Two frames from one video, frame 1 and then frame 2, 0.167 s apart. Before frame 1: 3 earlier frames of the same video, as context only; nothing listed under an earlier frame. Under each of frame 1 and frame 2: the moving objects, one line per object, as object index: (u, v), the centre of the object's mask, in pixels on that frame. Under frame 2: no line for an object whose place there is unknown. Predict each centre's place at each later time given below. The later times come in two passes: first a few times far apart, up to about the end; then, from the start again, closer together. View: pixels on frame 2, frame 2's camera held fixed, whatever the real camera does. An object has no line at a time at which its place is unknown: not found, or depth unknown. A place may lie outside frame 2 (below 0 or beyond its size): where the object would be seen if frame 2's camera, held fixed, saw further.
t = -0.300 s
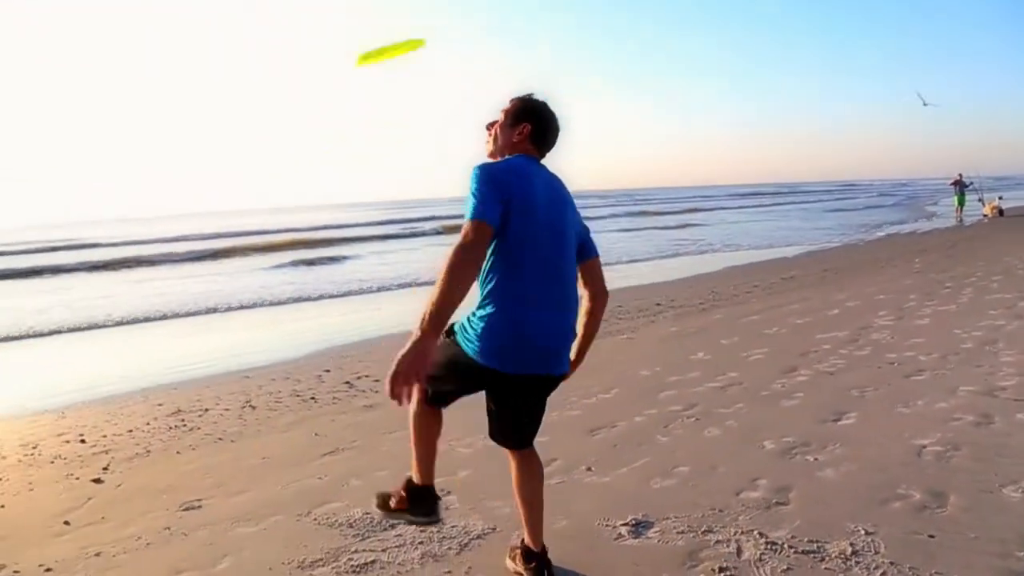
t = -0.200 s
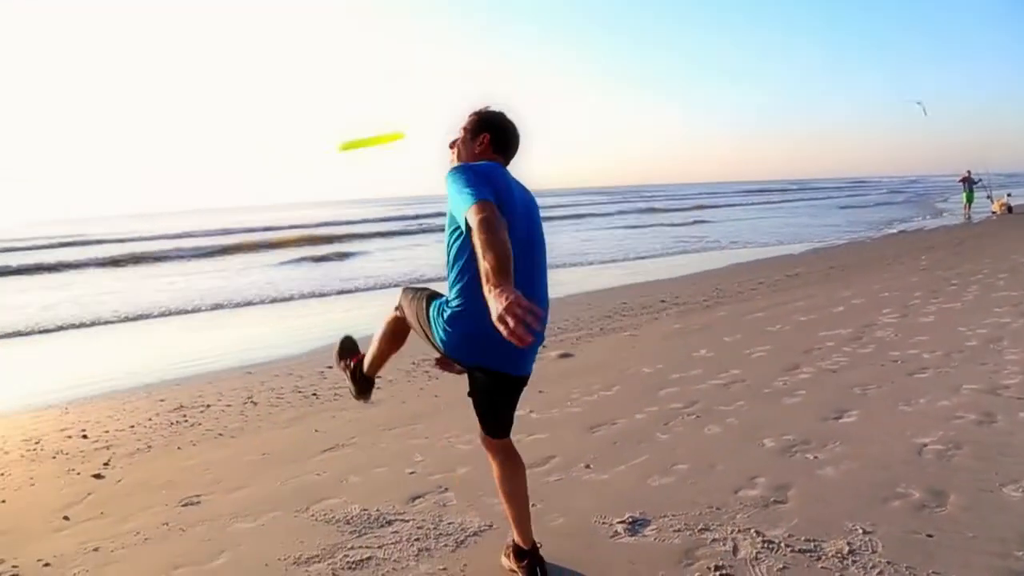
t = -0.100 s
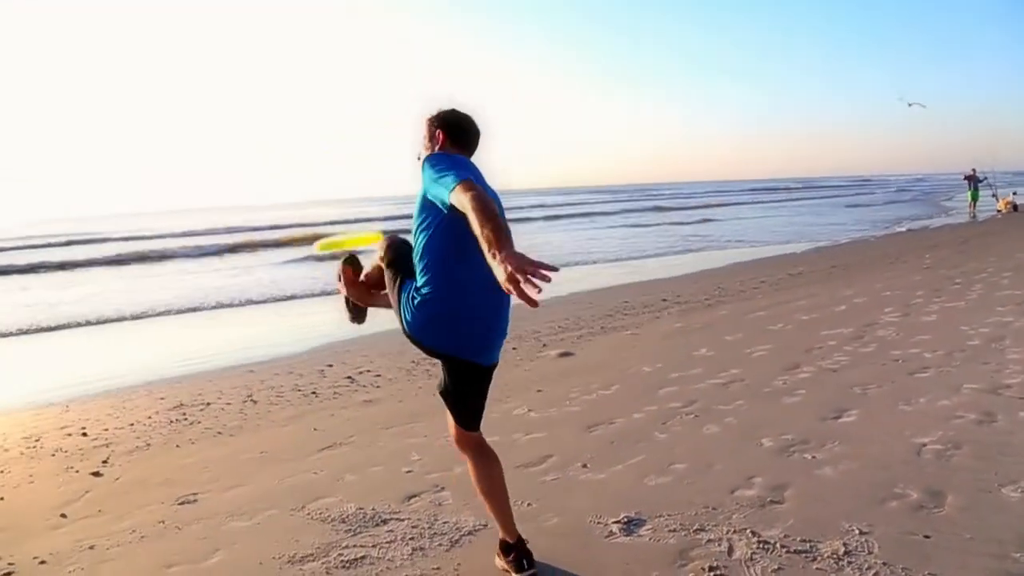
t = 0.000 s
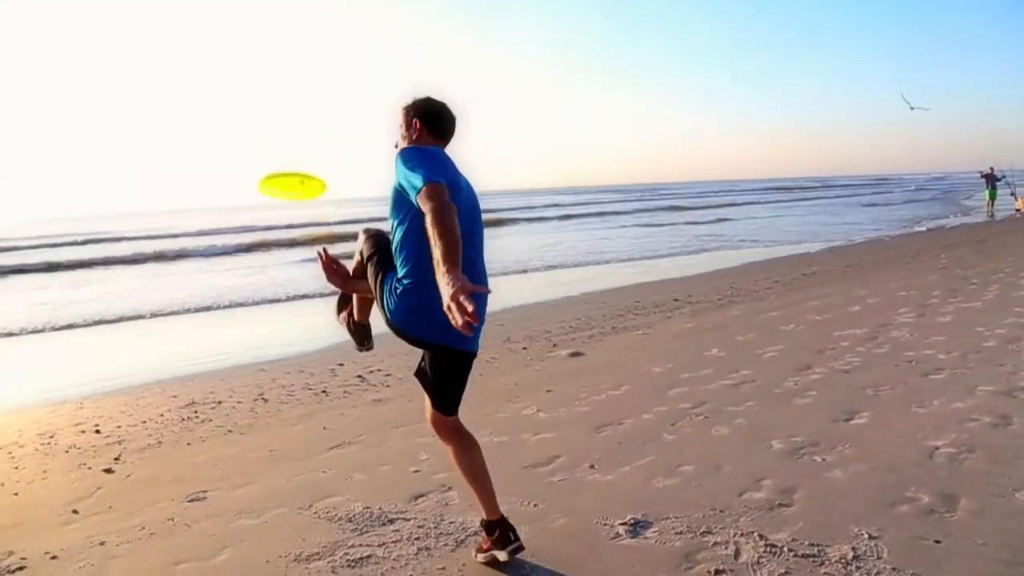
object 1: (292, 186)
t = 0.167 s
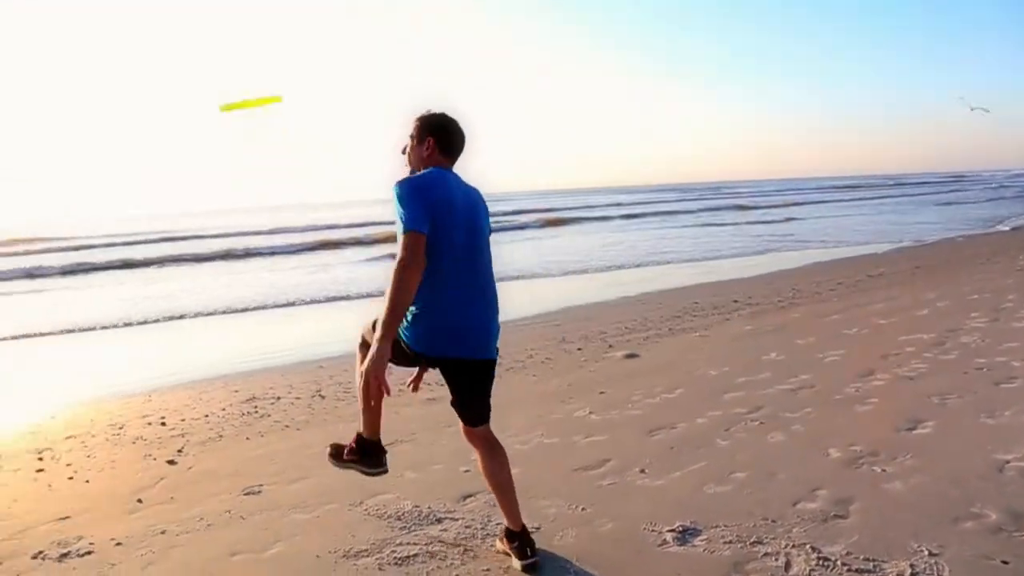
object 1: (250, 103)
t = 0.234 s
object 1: (220, 89)
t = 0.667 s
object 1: (8, 219)
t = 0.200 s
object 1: (233, 95)
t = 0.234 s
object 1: (220, 89)
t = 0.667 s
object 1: (8, 219)
